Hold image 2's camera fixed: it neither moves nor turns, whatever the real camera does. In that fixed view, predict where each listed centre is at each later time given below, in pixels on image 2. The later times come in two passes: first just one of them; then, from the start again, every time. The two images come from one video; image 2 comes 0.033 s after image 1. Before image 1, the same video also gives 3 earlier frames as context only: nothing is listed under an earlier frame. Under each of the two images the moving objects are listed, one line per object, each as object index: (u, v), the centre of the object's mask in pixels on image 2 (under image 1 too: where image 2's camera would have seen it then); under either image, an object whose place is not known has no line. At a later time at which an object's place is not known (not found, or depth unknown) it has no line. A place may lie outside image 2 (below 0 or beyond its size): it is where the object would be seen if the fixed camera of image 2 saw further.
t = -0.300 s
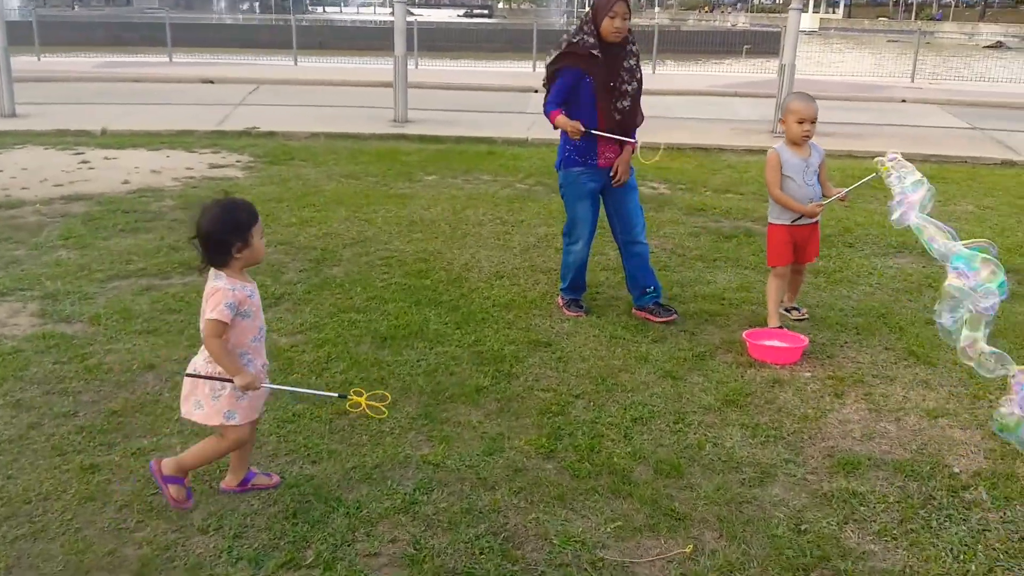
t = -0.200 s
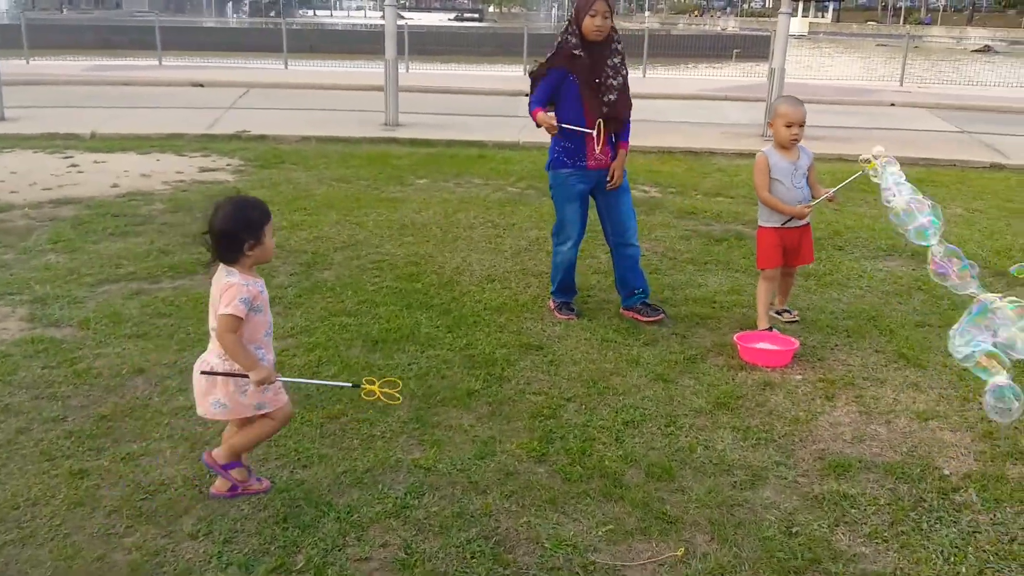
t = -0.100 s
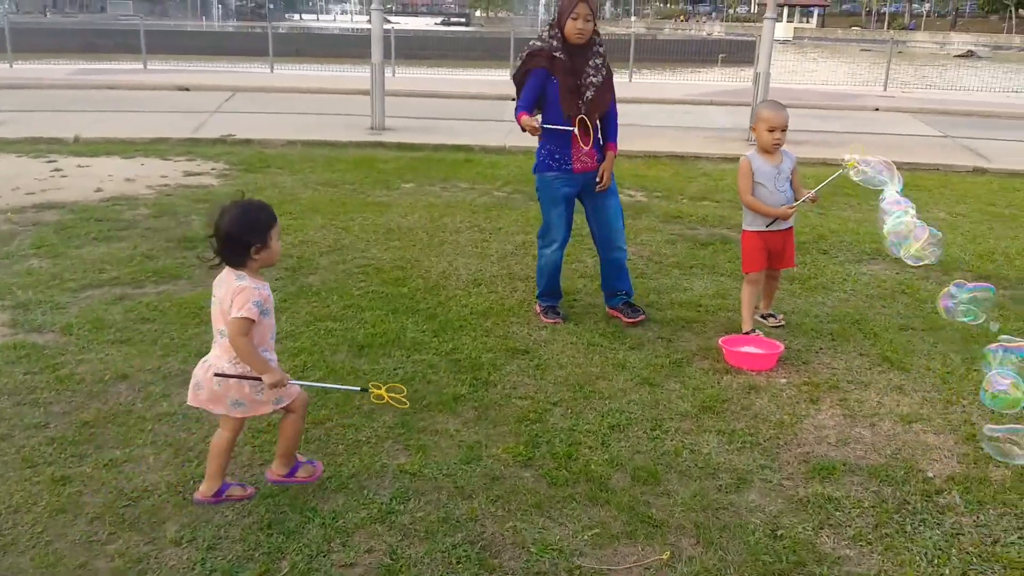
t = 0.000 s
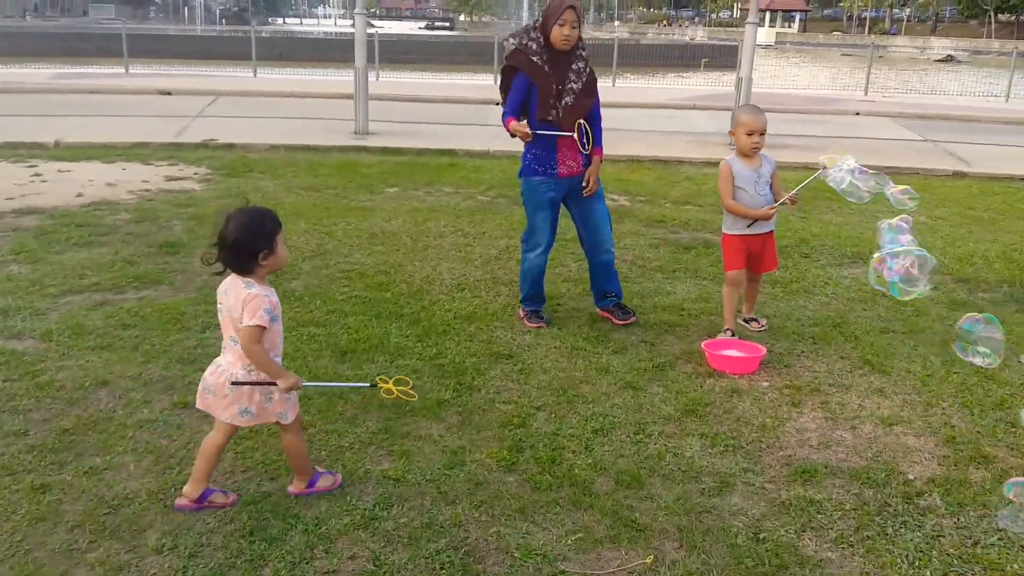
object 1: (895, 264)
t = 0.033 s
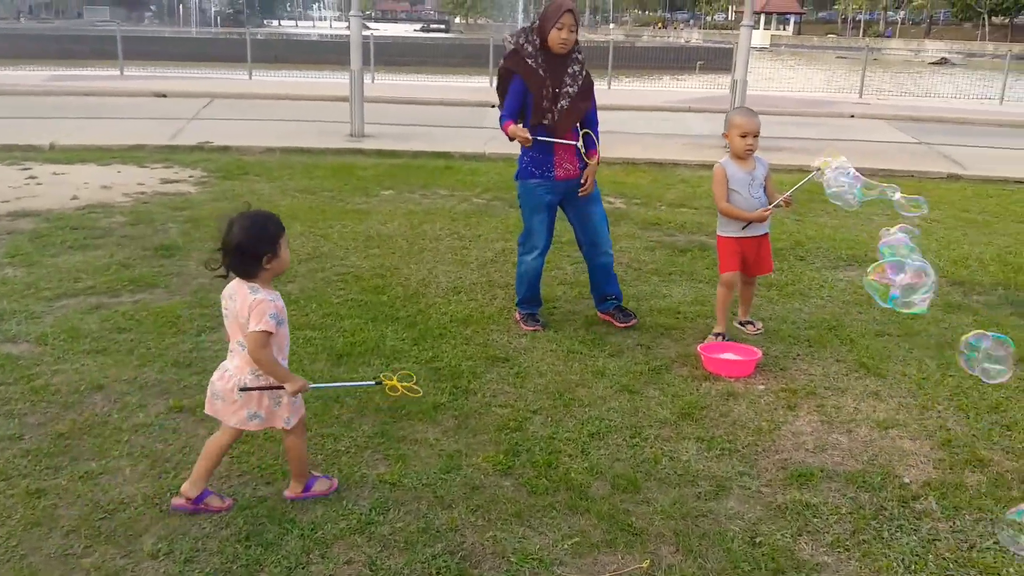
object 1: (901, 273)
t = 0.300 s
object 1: (989, 332)
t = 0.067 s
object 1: (907, 283)
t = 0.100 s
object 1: (916, 293)
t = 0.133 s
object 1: (922, 302)
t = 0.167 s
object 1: (931, 310)
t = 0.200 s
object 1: (942, 315)
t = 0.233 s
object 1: (960, 314)
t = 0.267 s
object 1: (973, 323)
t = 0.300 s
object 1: (989, 332)
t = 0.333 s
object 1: (1005, 346)
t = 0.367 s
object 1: (1018, 362)
